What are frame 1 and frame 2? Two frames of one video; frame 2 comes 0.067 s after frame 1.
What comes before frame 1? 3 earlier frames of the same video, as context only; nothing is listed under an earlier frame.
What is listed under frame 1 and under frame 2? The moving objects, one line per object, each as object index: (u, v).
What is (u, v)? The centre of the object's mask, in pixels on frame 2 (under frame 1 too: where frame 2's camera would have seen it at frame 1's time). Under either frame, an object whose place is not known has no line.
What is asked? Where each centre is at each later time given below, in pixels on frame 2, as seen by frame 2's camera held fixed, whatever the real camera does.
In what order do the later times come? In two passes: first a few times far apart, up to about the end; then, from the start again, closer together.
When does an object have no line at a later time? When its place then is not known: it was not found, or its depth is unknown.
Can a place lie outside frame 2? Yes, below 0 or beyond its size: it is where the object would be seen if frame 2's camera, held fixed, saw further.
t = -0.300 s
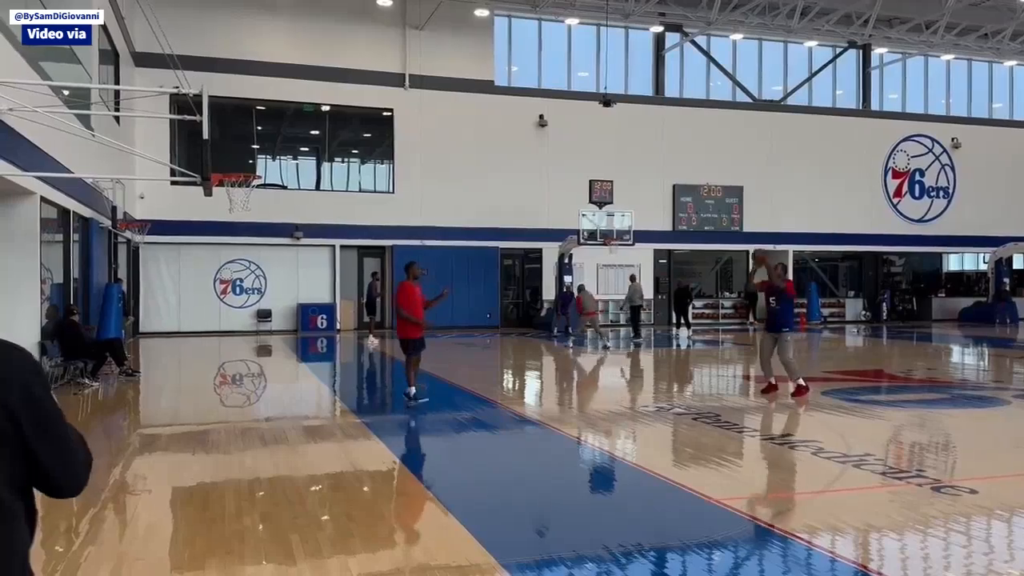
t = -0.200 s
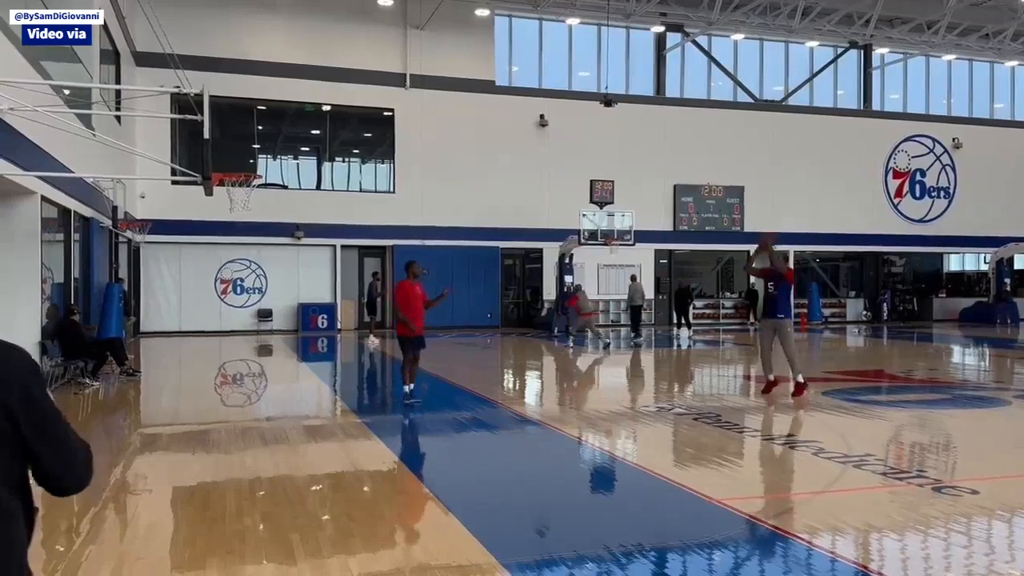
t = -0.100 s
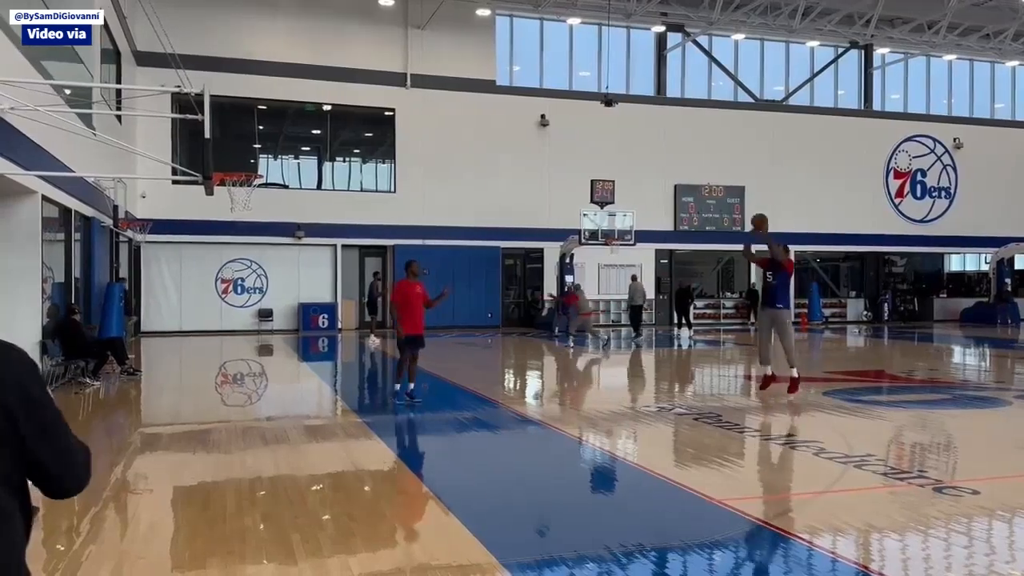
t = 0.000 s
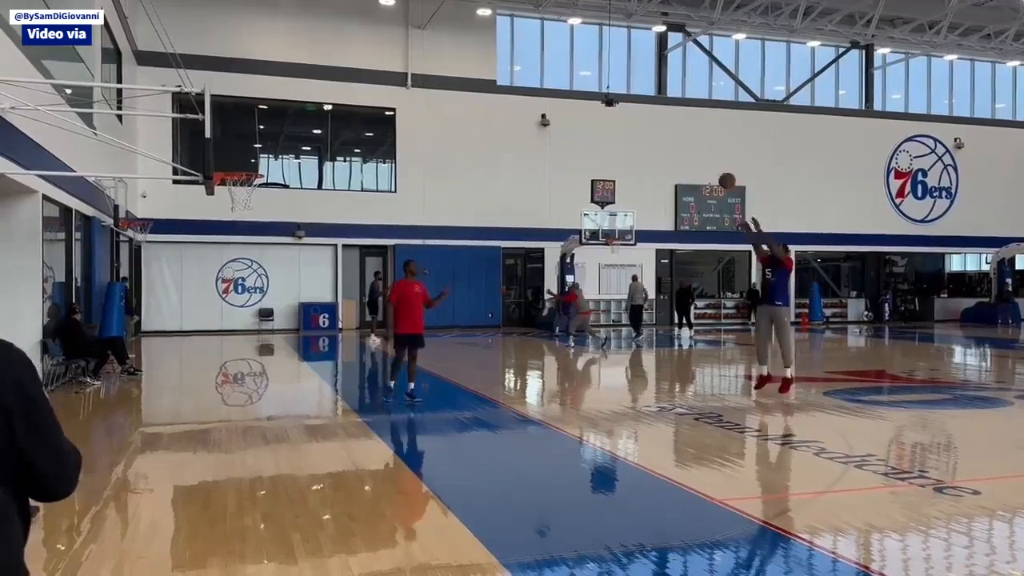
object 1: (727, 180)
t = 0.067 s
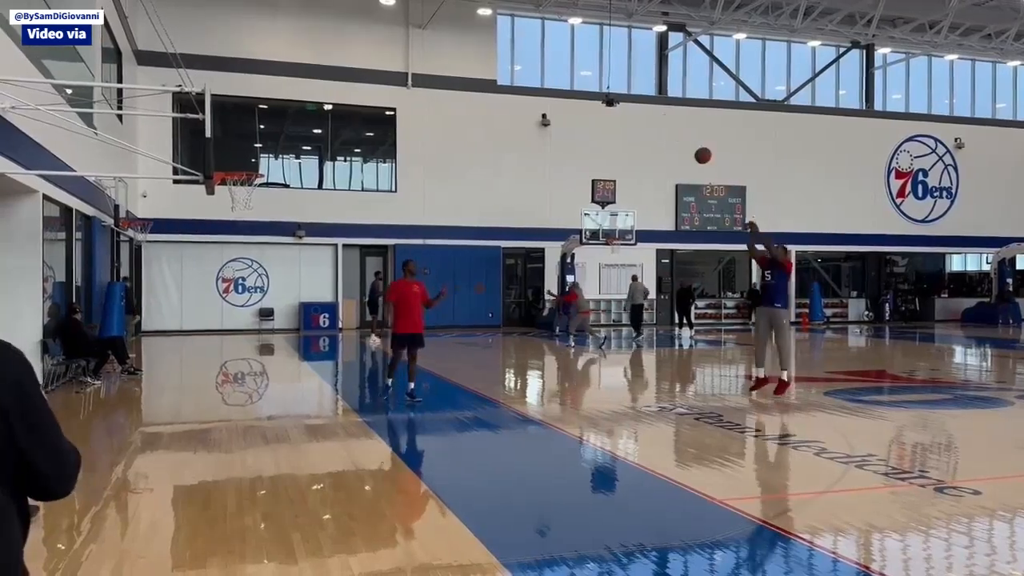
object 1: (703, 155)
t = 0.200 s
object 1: (653, 112)
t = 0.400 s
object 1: (578, 68)
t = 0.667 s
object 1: (474, 50)
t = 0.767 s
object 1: (434, 56)
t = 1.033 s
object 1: (324, 105)
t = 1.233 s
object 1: (242, 180)
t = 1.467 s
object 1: (191, 237)
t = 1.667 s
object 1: (157, 313)
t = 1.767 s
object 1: (141, 363)
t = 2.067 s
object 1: (137, 336)
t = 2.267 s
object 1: (152, 294)
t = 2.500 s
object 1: (168, 288)
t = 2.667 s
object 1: (180, 310)
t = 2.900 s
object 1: (198, 376)
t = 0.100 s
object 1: (690, 143)
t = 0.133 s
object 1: (678, 132)
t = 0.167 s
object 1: (666, 122)
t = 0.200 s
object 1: (653, 112)
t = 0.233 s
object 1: (641, 106)
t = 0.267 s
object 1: (629, 95)
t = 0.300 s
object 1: (616, 88)
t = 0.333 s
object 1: (603, 81)
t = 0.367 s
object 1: (591, 74)
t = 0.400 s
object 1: (578, 68)
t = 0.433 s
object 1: (565, 64)
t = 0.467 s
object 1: (553, 60)
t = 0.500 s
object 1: (540, 56)
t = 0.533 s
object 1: (527, 53)
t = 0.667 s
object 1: (474, 50)
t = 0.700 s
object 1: (461, 51)
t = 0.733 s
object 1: (448, 53)
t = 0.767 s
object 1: (434, 56)
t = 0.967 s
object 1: (351, 89)
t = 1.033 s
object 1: (324, 105)
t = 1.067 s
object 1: (309, 115)
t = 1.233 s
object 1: (242, 180)
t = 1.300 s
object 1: (219, 199)
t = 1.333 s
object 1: (213, 204)
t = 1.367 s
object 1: (208, 211)
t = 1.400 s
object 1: (203, 218)
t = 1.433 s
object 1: (198, 228)
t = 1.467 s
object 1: (191, 237)
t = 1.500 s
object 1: (186, 248)
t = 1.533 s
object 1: (180, 259)
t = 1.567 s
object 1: (174, 271)
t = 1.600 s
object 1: (168, 284)
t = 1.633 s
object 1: (163, 298)
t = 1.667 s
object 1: (157, 313)
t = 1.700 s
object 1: (151, 329)
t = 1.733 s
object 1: (146, 344)
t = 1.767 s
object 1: (141, 363)
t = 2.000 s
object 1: (132, 358)
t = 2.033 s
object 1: (135, 345)
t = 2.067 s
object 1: (137, 336)
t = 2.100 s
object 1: (139, 327)
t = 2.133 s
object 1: (142, 318)
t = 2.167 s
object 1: (145, 311)
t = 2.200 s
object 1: (148, 304)
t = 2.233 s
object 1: (150, 299)
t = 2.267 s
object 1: (152, 294)
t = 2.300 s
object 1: (153, 291)
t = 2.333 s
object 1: (156, 288)
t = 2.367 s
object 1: (158, 286)
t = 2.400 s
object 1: (161, 285)
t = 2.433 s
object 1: (163, 285)
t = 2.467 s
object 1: (165, 286)
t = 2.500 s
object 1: (168, 288)
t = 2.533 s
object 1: (170, 290)
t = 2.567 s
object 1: (173, 294)
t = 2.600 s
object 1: (175, 298)
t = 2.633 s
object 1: (177, 303)
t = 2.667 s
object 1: (180, 310)
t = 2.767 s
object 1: (187, 333)
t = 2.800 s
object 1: (189, 343)
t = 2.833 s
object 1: (193, 353)
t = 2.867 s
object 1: (195, 365)
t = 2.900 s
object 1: (198, 376)
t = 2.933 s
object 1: (201, 389)
